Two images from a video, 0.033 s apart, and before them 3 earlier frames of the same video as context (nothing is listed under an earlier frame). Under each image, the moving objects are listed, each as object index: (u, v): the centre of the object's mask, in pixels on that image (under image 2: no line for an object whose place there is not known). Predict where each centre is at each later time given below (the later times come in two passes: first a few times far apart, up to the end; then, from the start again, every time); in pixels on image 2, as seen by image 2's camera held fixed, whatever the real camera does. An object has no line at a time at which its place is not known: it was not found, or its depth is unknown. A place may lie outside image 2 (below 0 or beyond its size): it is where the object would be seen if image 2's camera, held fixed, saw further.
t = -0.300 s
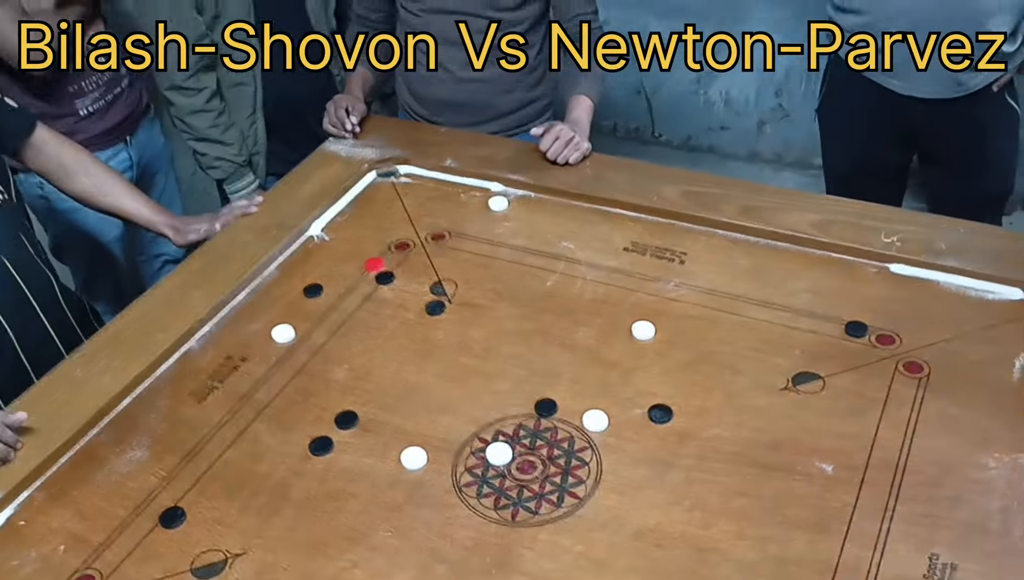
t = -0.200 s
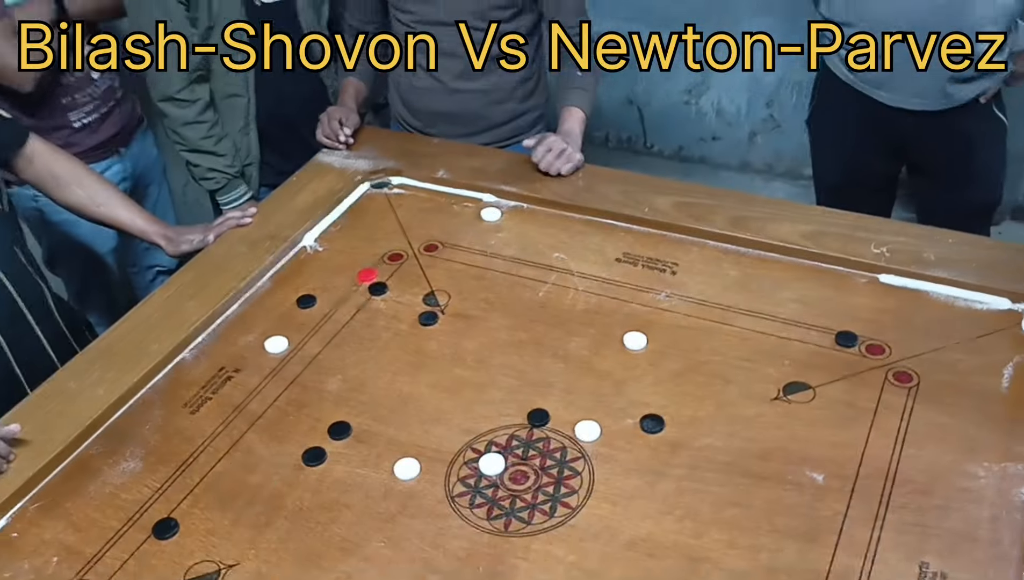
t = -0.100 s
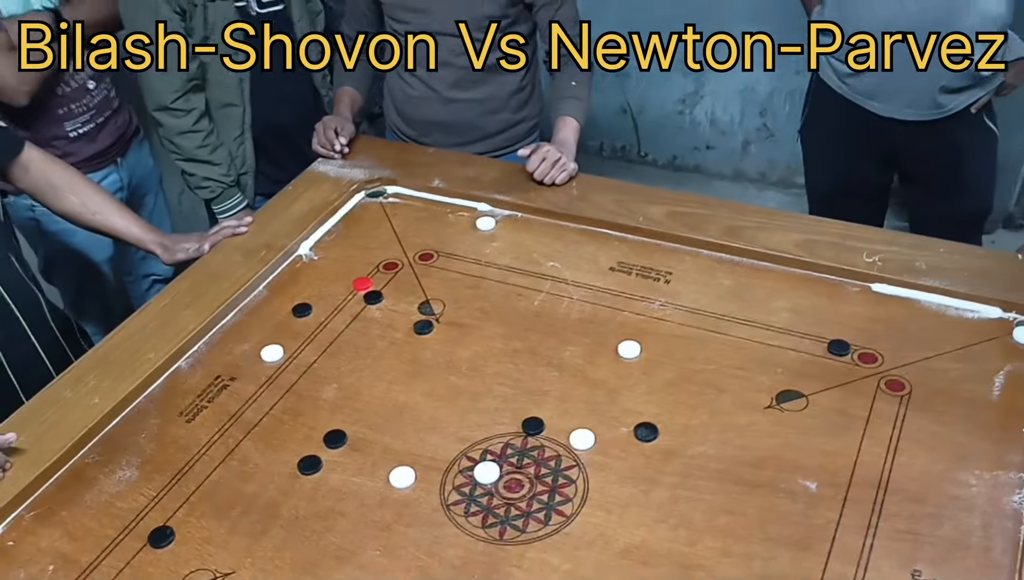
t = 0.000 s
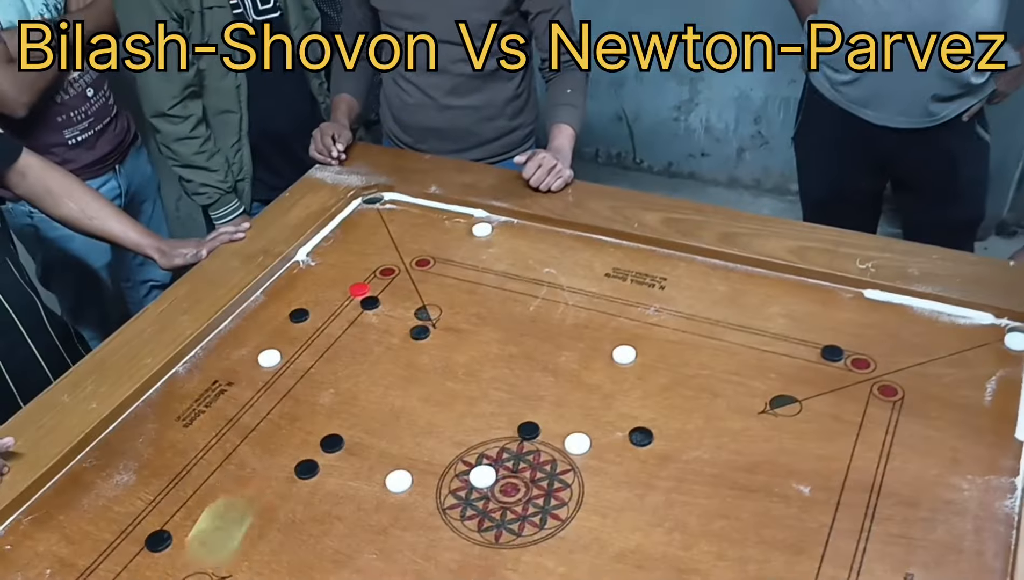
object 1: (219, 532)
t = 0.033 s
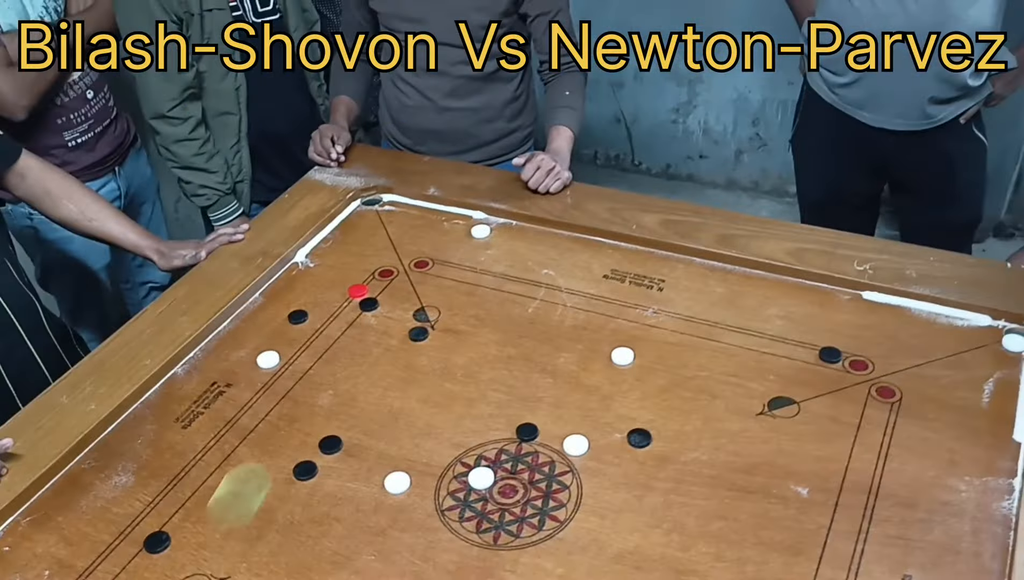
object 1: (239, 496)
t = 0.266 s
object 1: (343, 313)
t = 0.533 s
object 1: (357, 240)
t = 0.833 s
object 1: (365, 209)
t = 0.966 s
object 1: (366, 209)
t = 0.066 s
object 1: (259, 463)
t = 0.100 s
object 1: (277, 432)
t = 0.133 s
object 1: (293, 402)
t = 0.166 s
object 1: (308, 377)
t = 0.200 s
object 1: (322, 354)
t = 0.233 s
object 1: (334, 332)
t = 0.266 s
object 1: (343, 313)
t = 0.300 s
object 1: (347, 299)
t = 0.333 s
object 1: (349, 289)
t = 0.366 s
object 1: (351, 279)
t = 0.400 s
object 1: (352, 270)
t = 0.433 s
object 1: (355, 261)
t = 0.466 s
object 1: (355, 253)
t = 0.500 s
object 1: (356, 246)
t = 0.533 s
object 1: (357, 240)
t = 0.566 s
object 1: (358, 233)
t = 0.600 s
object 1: (358, 228)
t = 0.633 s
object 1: (359, 223)
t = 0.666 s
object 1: (360, 219)
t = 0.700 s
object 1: (359, 214)
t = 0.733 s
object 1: (363, 213)
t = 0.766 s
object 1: (364, 211)
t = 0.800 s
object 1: (365, 210)
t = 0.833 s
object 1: (365, 209)
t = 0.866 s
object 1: (366, 209)
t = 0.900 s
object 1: (366, 209)
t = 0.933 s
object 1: (366, 209)
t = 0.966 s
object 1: (366, 209)
